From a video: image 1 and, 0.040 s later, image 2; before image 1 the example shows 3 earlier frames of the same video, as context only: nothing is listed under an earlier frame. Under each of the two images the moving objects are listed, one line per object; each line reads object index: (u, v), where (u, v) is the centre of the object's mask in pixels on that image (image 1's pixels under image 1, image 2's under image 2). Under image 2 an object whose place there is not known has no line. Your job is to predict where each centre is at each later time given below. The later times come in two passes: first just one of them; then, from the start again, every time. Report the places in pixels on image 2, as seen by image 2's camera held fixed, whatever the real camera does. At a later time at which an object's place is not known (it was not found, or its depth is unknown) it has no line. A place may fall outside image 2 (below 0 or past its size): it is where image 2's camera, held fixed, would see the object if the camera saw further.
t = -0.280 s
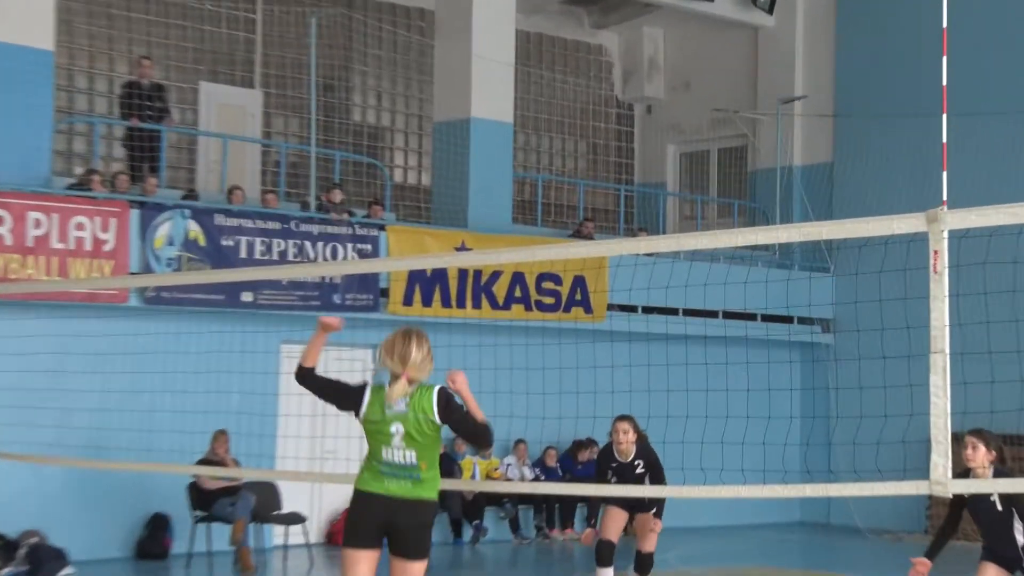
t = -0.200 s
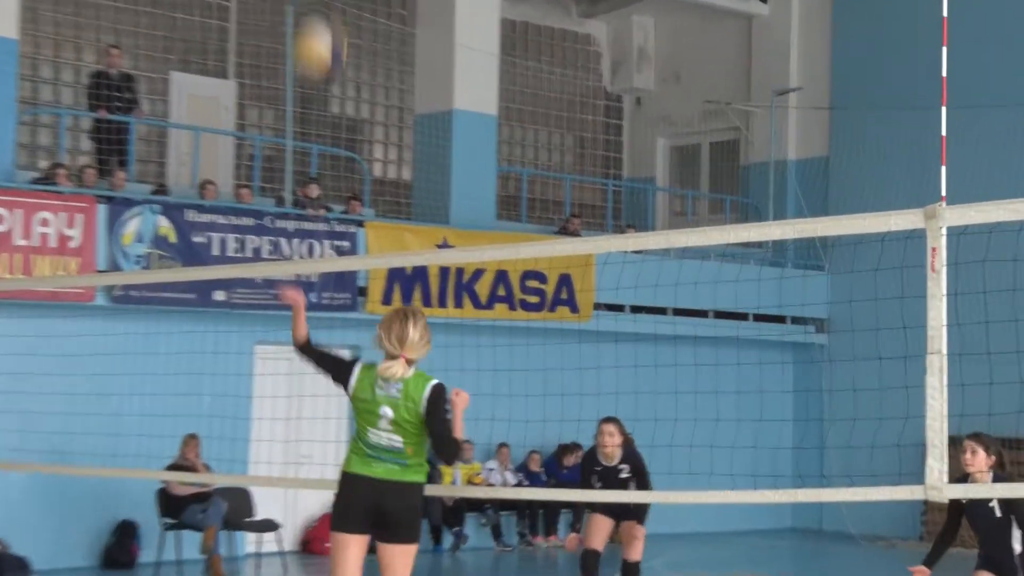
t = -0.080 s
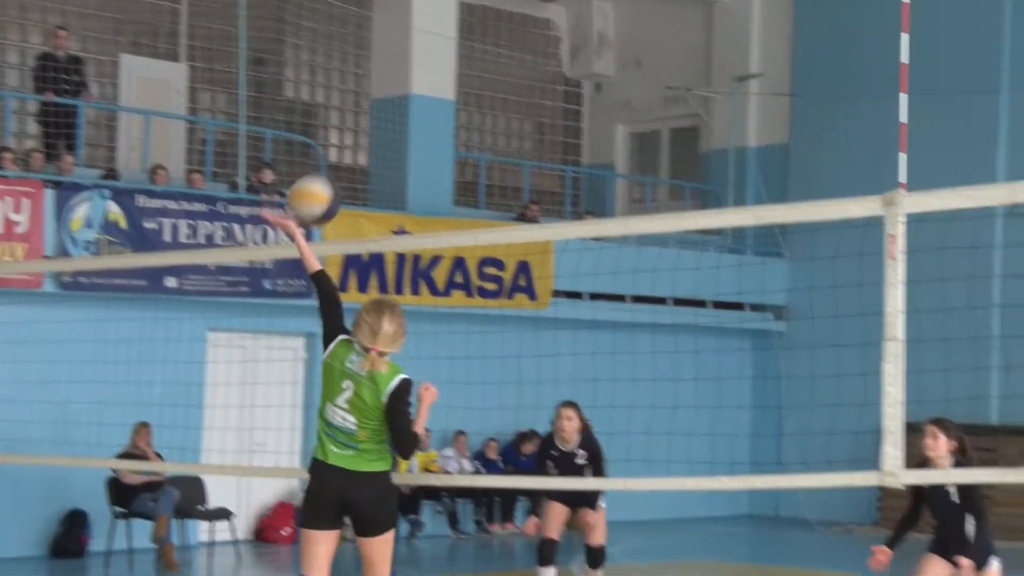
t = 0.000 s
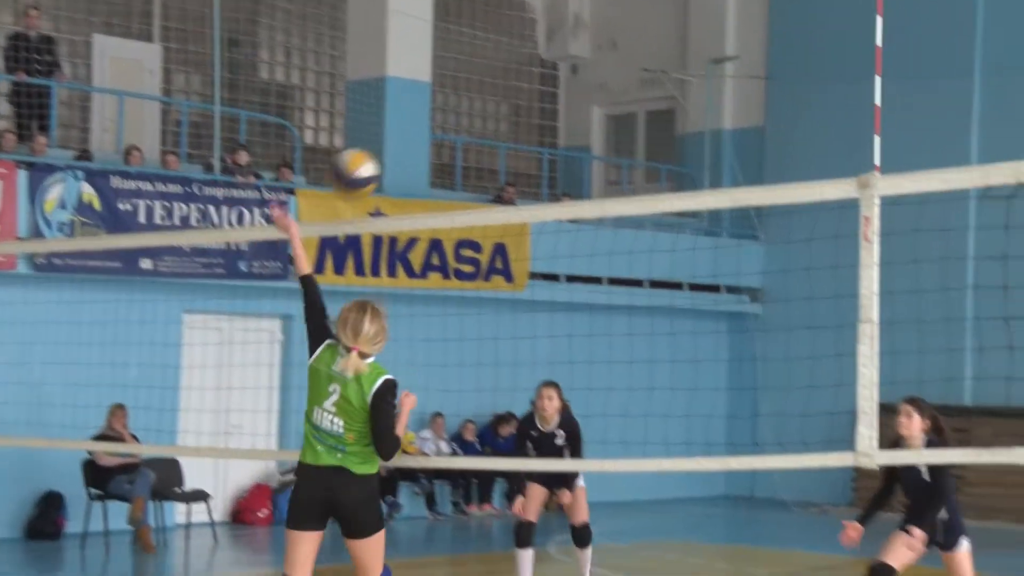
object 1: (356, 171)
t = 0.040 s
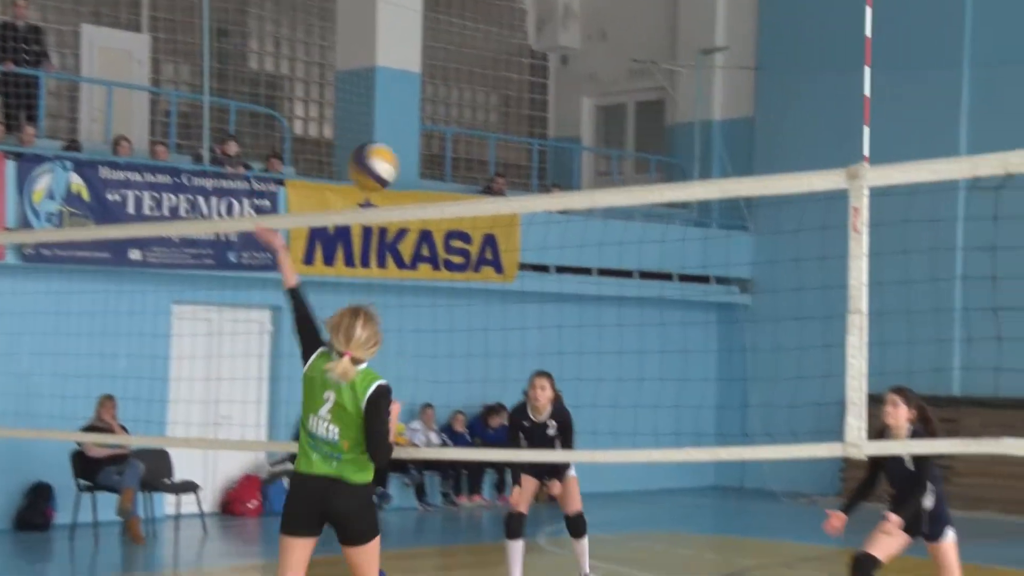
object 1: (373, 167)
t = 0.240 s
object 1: (501, 226)
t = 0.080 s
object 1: (400, 172)
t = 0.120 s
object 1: (426, 179)
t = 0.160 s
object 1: (448, 187)
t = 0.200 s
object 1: (476, 191)
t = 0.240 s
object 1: (501, 226)
